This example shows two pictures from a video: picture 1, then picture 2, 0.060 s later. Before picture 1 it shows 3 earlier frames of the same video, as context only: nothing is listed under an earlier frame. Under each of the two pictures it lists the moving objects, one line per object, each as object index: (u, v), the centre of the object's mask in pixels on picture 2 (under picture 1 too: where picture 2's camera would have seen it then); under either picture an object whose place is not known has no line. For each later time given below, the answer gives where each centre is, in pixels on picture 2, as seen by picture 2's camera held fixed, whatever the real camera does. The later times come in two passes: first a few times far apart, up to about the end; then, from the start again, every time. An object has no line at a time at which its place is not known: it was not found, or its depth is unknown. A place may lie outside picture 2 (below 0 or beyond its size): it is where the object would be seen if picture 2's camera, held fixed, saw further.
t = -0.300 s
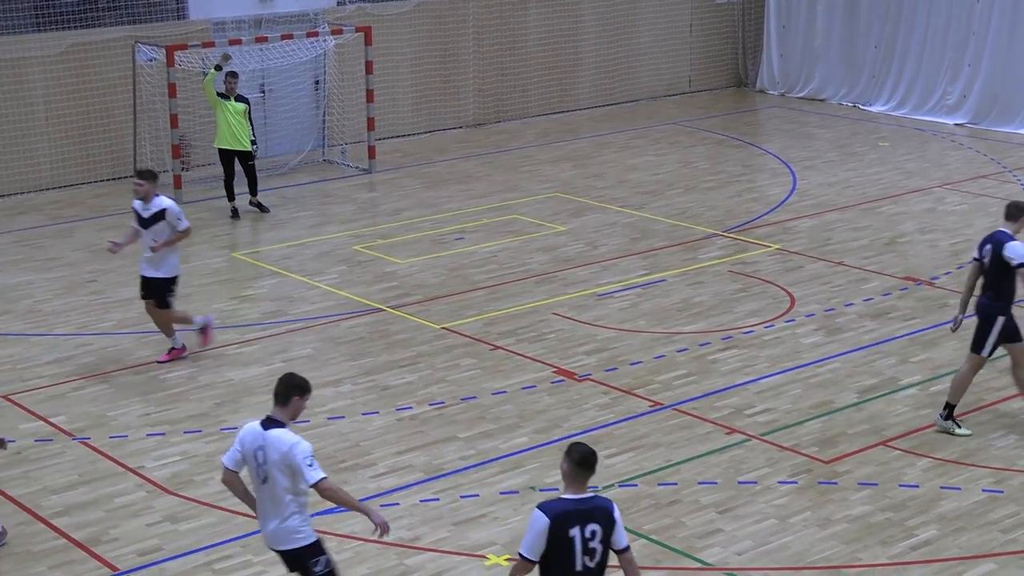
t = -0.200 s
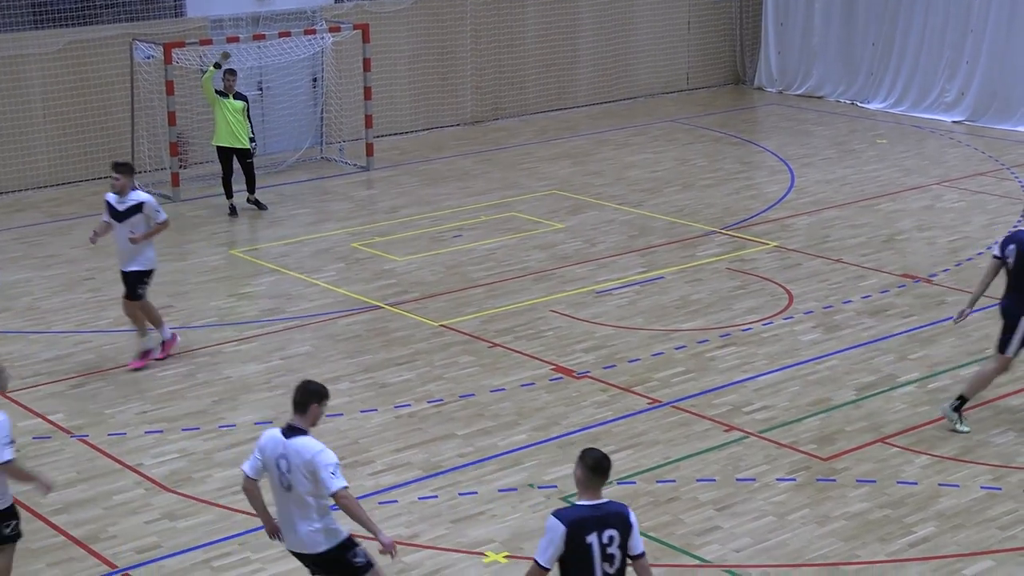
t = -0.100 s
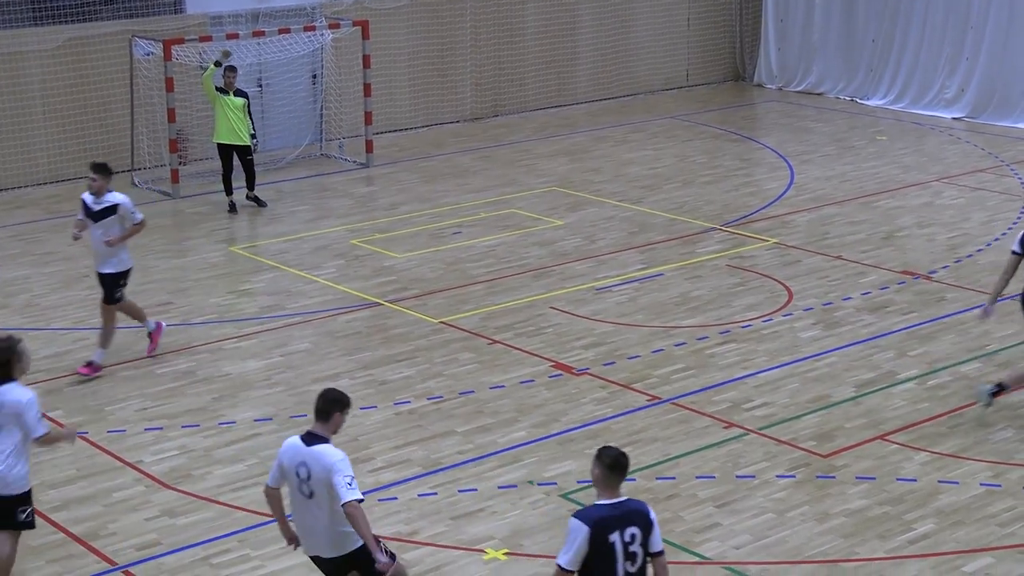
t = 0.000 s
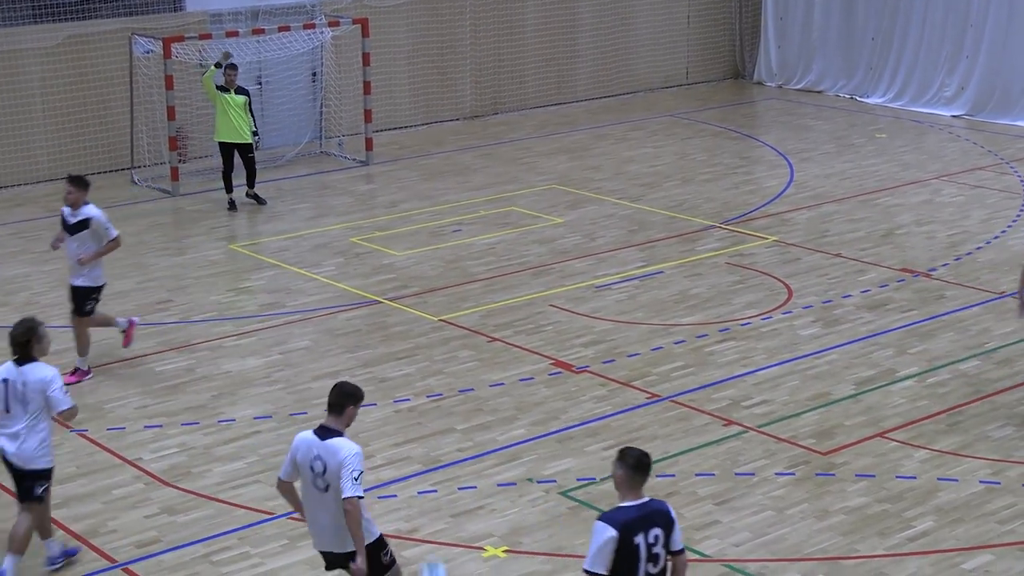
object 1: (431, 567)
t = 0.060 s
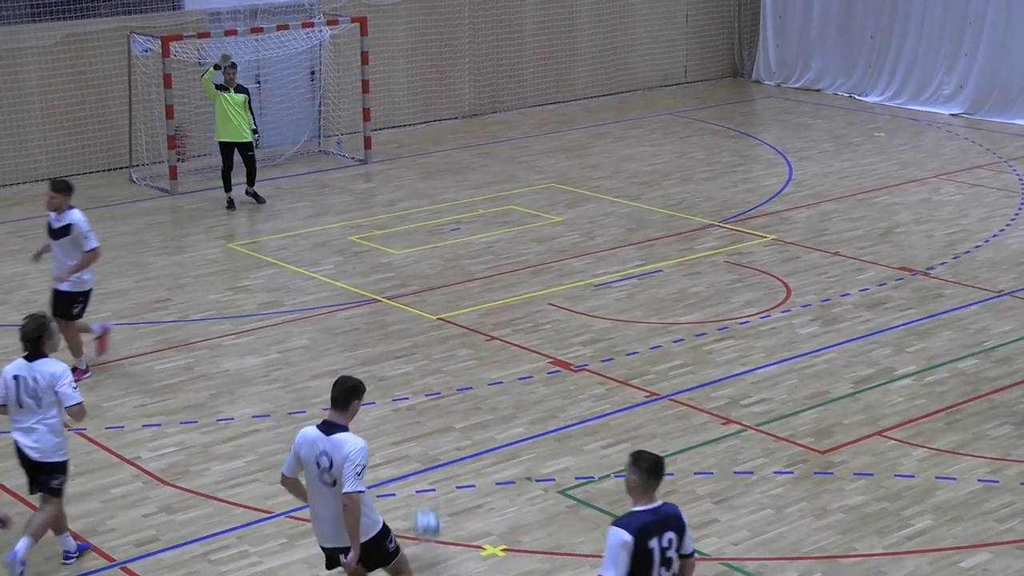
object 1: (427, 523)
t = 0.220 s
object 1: (413, 427)
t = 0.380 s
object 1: (402, 379)
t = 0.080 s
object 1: (425, 509)
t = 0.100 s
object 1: (423, 495)
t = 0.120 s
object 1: (422, 481)
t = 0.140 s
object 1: (420, 469)
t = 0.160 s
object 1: (418, 458)
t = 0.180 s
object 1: (416, 447)
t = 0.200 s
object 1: (414, 436)
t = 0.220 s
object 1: (413, 427)
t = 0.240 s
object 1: (413, 419)
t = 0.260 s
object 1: (411, 413)
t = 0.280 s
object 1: (410, 406)
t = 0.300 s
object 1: (408, 399)
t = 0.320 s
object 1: (407, 393)
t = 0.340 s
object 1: (405, 388)
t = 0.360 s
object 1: (404, 385)
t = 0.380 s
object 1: (402, 379)
